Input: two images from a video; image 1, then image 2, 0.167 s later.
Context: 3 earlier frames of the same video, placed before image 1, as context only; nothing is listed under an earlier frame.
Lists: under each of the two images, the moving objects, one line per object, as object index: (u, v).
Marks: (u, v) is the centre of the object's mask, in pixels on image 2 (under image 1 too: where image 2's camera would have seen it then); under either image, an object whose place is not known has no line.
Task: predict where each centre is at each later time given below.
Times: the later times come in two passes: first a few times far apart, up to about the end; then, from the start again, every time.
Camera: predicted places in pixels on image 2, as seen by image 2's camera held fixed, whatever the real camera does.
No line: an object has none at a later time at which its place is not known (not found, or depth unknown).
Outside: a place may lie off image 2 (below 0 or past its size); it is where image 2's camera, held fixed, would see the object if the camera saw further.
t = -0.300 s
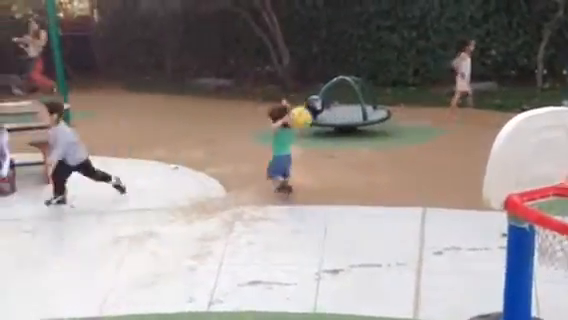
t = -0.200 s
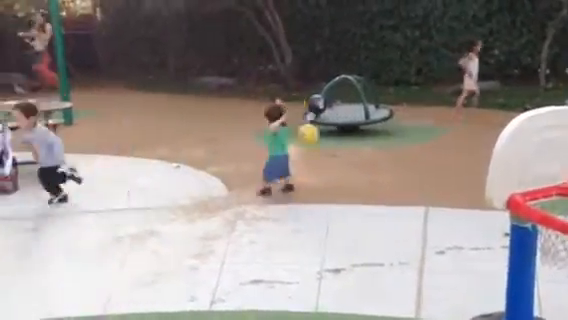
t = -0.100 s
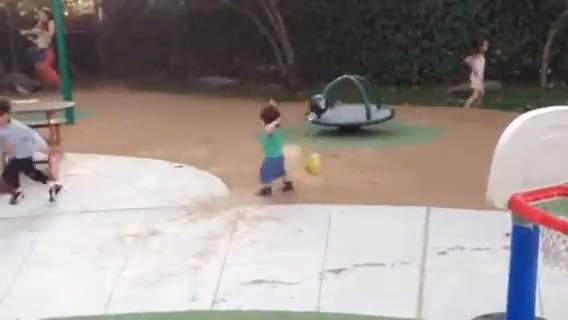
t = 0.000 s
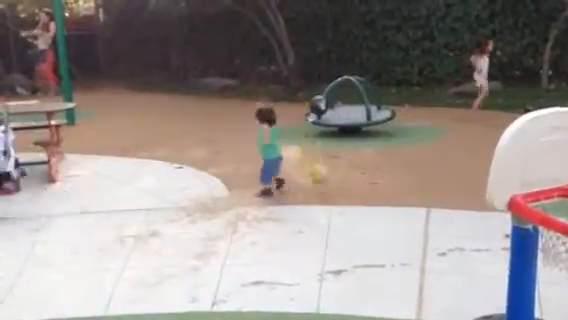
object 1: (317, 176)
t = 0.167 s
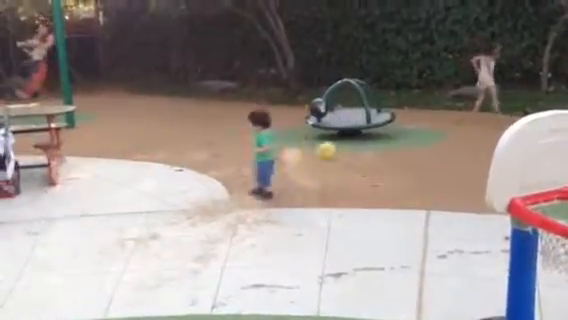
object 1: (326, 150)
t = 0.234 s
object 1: (328, 149)
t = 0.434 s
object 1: (338, 175)
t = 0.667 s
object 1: (344, 164)
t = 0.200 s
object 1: (327, 150)
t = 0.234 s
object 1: (328, 149)
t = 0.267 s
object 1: (330, 151)
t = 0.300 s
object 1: (331, 153)
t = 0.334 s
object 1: (333, 157)
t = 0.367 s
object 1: (334, 162)
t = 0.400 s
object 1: (336, 168)
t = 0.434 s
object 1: (338, 175)
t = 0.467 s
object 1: (339, 178)
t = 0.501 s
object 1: (340, 174)
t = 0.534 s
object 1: (340, 170)
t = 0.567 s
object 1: (341, 167)
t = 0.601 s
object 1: (343, 165)
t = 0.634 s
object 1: (344, 164)
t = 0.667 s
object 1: (344, 164)
